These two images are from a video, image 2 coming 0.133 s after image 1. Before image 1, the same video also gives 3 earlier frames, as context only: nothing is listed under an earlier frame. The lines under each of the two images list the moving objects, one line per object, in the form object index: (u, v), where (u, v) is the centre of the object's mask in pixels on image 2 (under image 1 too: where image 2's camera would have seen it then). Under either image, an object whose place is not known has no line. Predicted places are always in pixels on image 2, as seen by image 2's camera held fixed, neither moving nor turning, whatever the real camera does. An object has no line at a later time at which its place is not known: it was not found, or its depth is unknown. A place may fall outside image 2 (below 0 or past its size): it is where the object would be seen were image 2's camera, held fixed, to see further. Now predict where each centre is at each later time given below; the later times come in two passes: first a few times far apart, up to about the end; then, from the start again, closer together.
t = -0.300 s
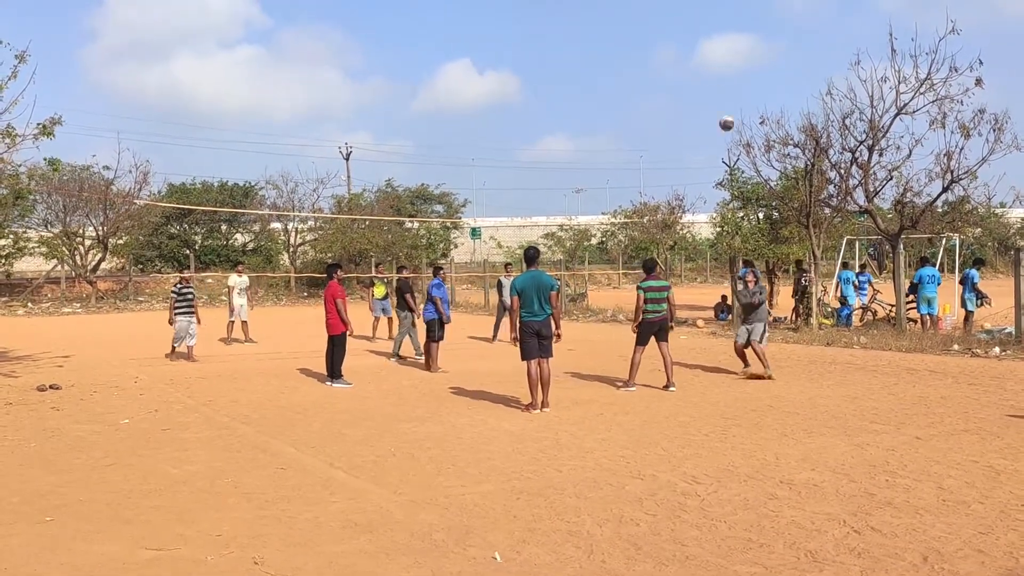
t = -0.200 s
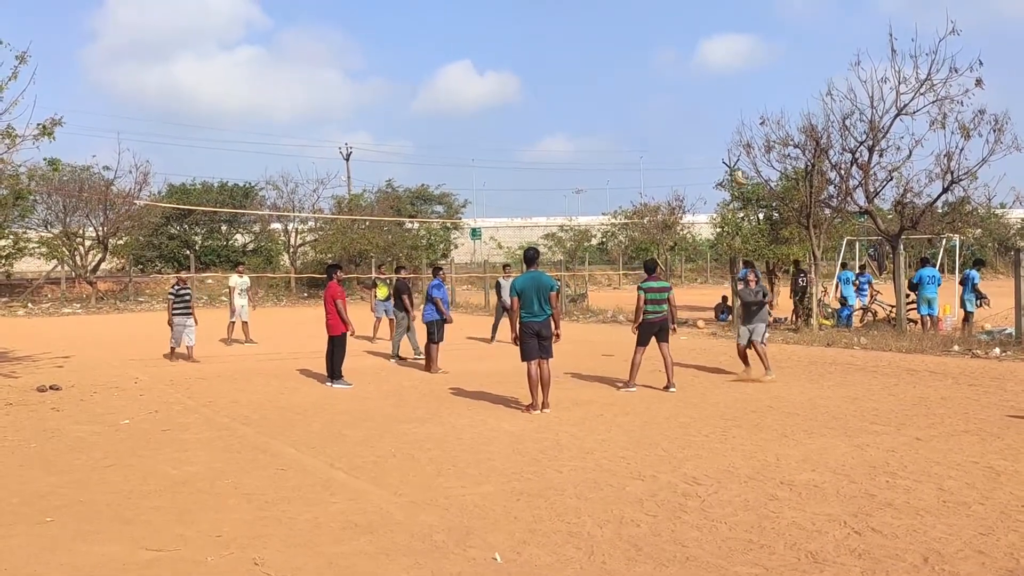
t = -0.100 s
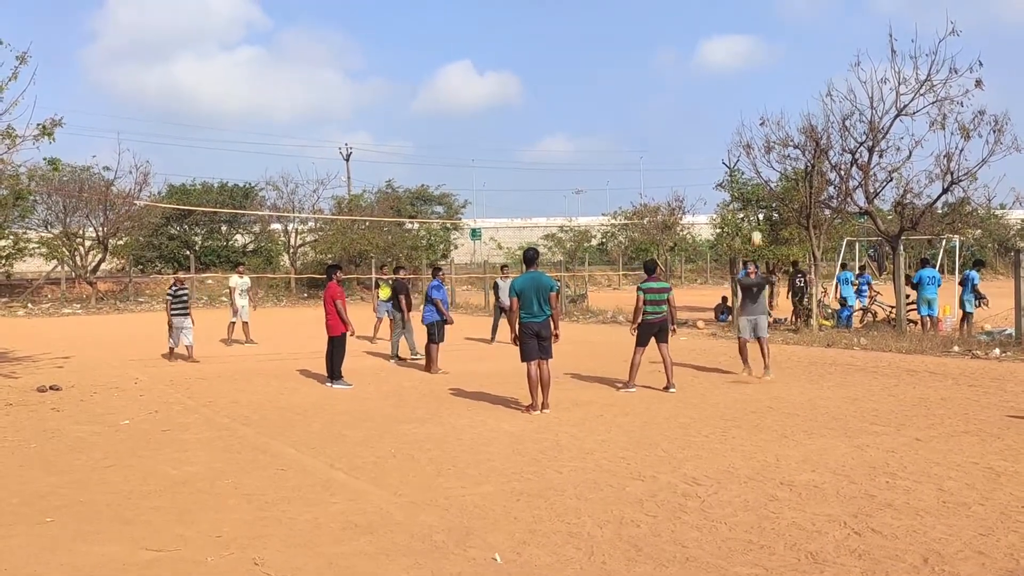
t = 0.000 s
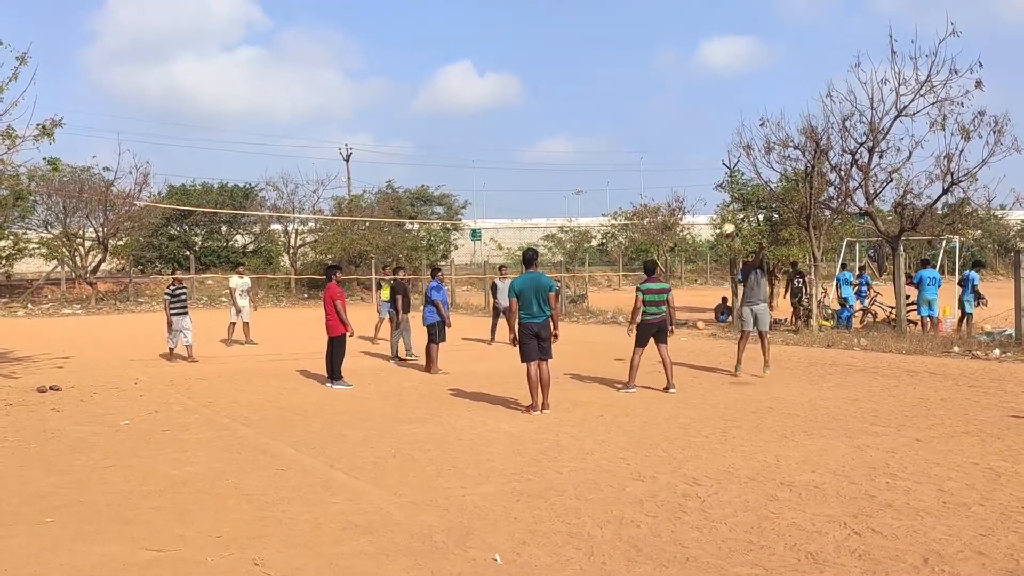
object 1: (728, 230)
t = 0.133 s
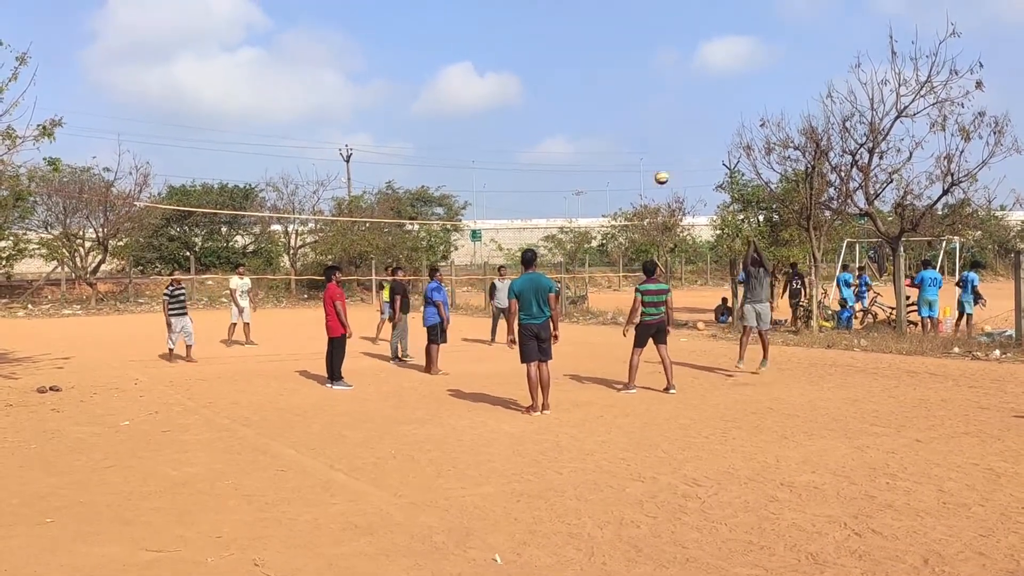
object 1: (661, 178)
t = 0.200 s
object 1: (631, 158)
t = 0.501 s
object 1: (508, 115)
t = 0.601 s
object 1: (473, 115)
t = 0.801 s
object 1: (409, 135)
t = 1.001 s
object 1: (354, 176)
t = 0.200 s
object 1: (631, 158)
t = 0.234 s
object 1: (615, 149)
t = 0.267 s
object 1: (601, 142)
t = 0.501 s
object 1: (508, 115)
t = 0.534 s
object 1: (496, 114)
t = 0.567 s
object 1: (484, 114)
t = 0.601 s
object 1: (473, 115)
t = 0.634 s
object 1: (461, 117)
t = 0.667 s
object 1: (450, 119)
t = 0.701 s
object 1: (439, 122)
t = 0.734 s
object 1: (429, 125)
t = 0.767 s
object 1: (419, 130)
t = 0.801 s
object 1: (409, 135)
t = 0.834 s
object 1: (399, 141)
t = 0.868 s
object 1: (390, 146)
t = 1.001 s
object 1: (354, 176)
